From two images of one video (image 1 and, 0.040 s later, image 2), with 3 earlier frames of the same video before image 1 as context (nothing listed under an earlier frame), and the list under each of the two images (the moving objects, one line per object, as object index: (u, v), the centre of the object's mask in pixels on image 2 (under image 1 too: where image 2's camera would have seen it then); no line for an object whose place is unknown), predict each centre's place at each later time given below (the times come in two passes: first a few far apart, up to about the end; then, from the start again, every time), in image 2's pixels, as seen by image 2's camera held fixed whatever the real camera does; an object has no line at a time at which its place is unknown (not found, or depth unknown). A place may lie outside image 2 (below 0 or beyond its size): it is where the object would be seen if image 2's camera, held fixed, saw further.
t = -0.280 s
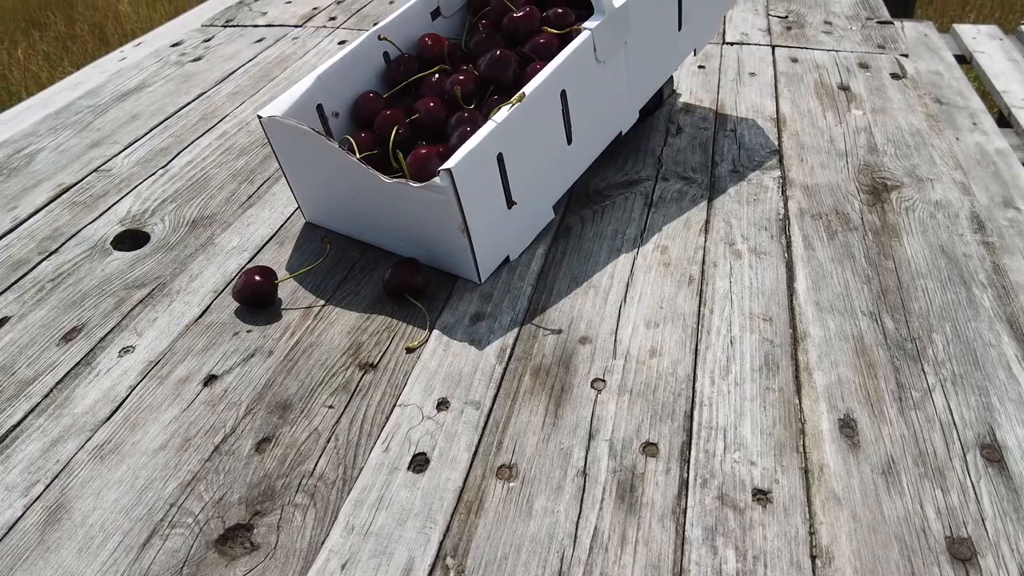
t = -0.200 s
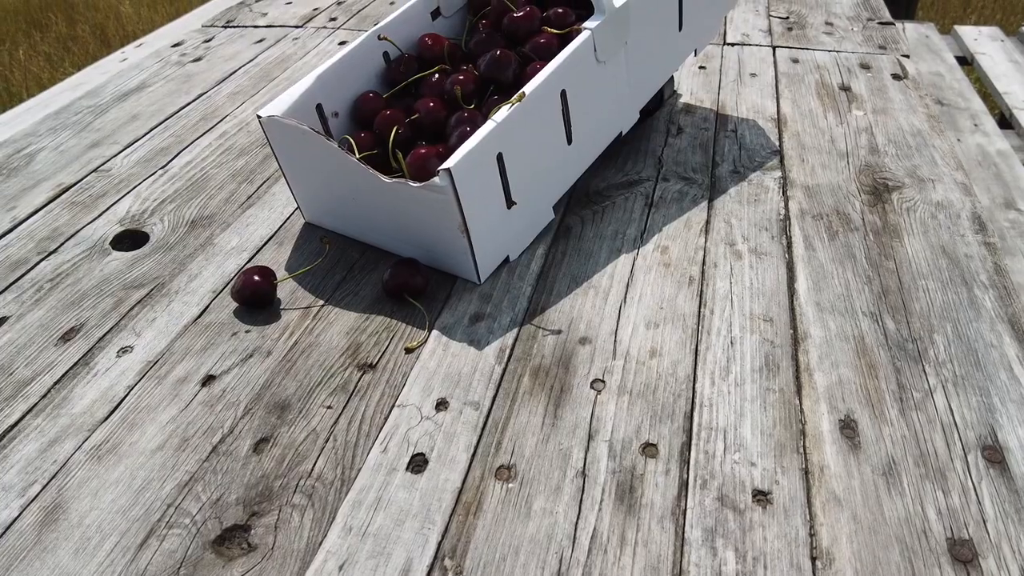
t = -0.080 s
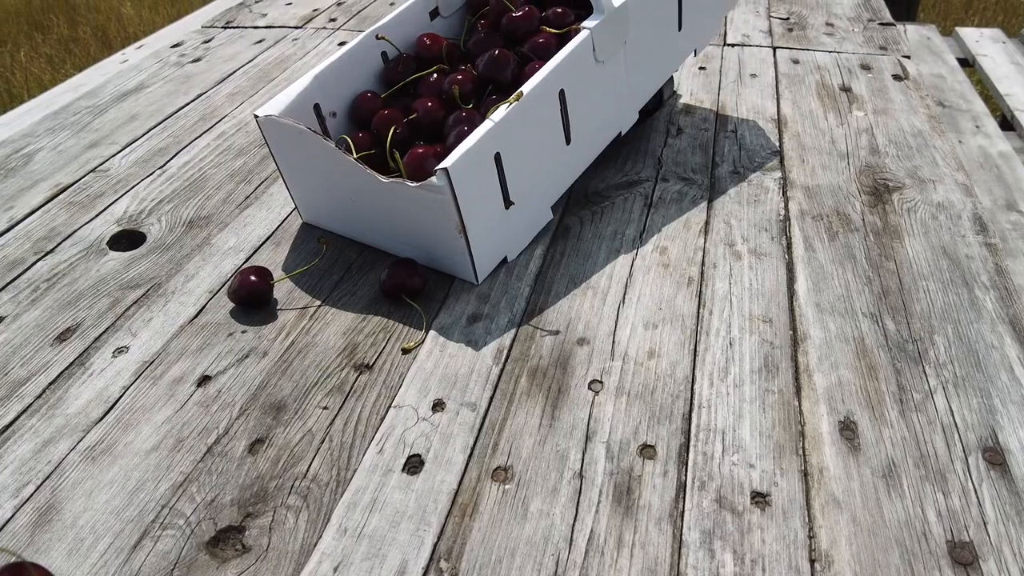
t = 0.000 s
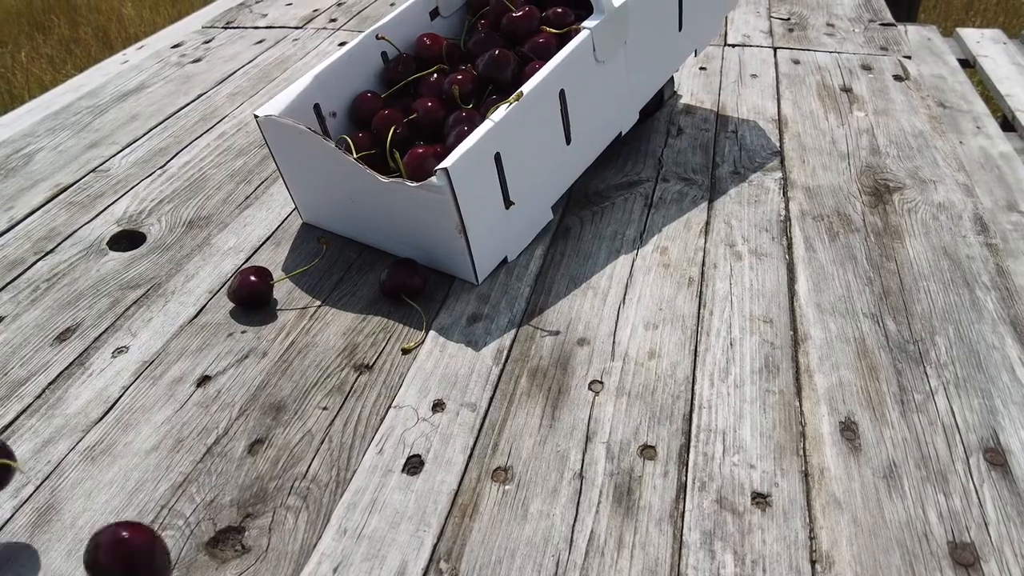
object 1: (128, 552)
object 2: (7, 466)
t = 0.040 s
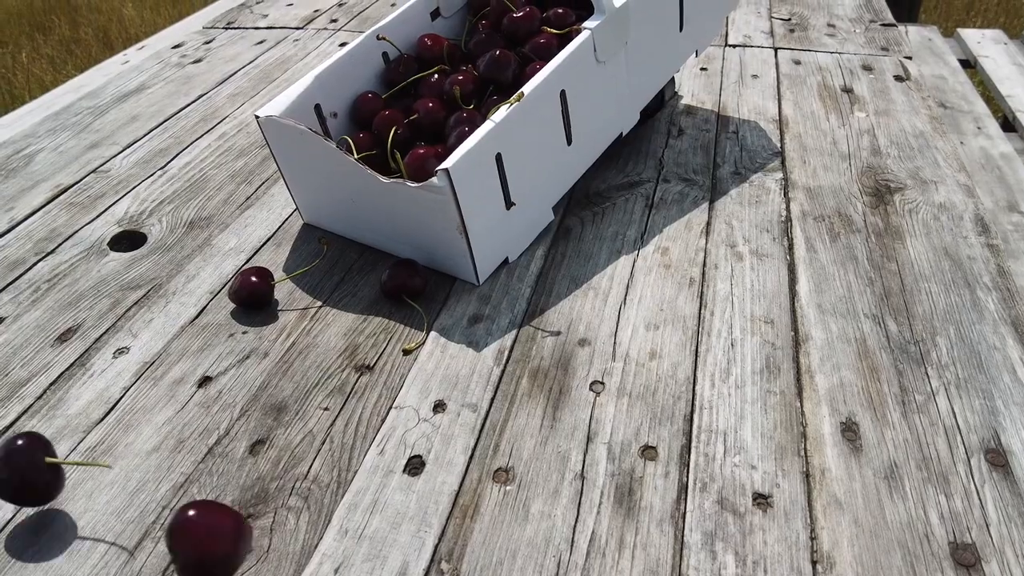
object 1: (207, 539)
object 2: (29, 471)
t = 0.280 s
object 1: (583, 486)
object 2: (230, 348)
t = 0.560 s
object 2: (332, 267)
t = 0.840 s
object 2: (341, 247)
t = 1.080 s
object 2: (363, 254)
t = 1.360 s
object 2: (374, 255)
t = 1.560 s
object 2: (374, 255)
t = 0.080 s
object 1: (286, 536)
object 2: (68, 462)
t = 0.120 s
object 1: (356, 533)
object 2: (103, 430)
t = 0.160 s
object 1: (420, 513)
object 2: (137, 409)
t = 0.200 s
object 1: (481, 506)
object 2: (170, 383)
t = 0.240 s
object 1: (537, 494)
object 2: (201, 365)
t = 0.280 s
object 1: (583, 486)
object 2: (230, 348)
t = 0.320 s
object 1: (634, 483)
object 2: (249, 323)
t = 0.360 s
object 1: (681, 482)
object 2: (269, 314)
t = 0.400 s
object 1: (722, 472)
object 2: (290, 305)
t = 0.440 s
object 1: (764, 466)
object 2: (306, 291)
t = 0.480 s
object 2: (320, 278)
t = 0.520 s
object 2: (325, 276)
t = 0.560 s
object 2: (332, 267)
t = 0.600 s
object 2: (339, 258)
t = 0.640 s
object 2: (344, 250)
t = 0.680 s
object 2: (350, 242)
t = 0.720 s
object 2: (347, 242)
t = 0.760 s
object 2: (343, 243)
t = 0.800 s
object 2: (341, 244)
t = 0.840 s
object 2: (341, 247)
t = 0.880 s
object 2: (341, 248)
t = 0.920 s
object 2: (342, 249)
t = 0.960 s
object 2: (345, 249)
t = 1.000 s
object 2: (351, 252)
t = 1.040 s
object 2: (355, 253)
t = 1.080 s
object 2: (363, 254)
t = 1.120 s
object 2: (372, 255)
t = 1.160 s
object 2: (375, 255)
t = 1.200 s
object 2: (374, 255)
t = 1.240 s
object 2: (374, 255)
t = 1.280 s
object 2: (374, 255)
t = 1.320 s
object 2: (374, 255)
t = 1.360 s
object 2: (374, 255)
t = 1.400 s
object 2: (374, 255)
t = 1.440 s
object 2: (374, 255)
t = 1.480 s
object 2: (374, 255)
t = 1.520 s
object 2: (373, 255)
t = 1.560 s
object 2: (374, 255)
